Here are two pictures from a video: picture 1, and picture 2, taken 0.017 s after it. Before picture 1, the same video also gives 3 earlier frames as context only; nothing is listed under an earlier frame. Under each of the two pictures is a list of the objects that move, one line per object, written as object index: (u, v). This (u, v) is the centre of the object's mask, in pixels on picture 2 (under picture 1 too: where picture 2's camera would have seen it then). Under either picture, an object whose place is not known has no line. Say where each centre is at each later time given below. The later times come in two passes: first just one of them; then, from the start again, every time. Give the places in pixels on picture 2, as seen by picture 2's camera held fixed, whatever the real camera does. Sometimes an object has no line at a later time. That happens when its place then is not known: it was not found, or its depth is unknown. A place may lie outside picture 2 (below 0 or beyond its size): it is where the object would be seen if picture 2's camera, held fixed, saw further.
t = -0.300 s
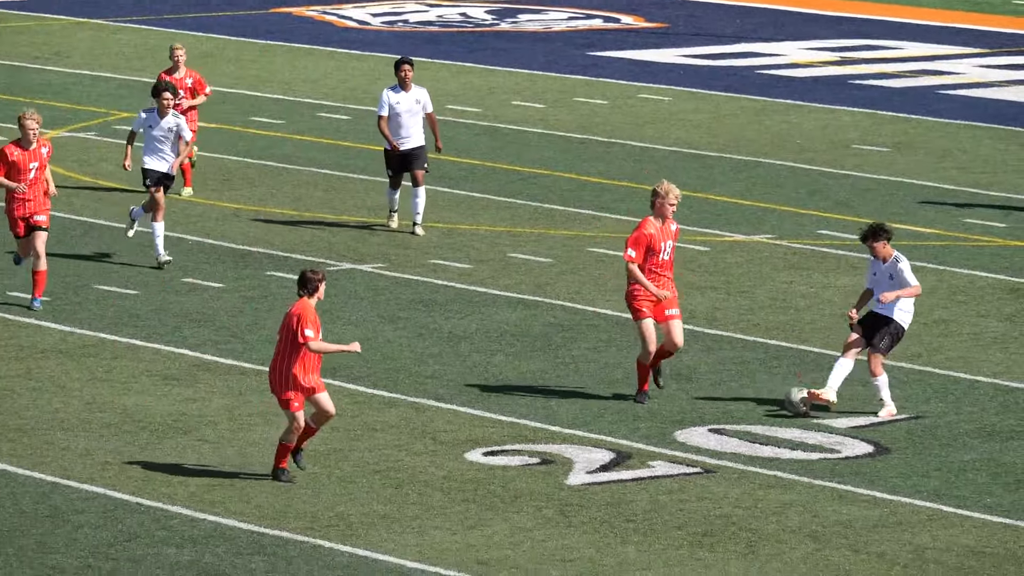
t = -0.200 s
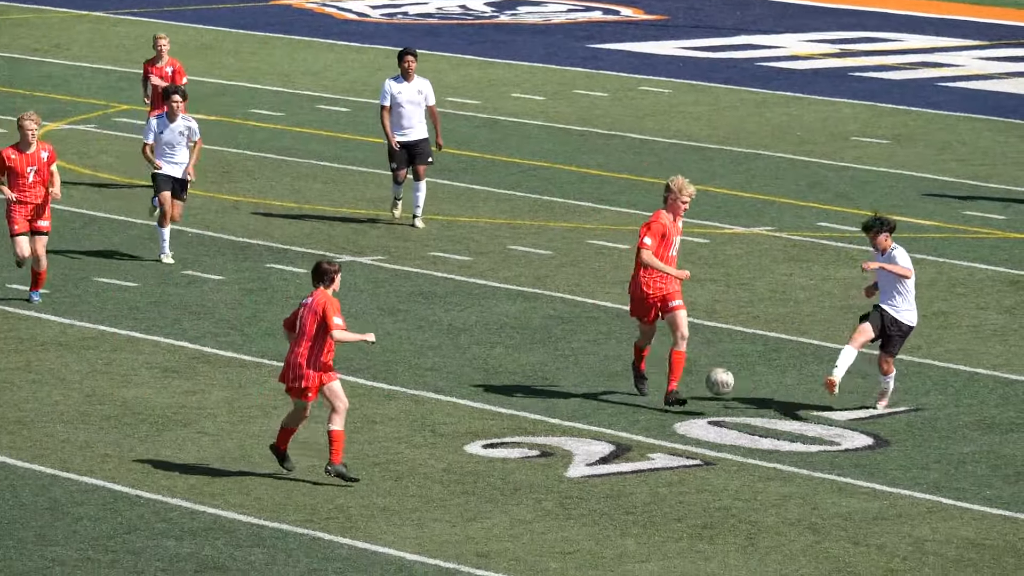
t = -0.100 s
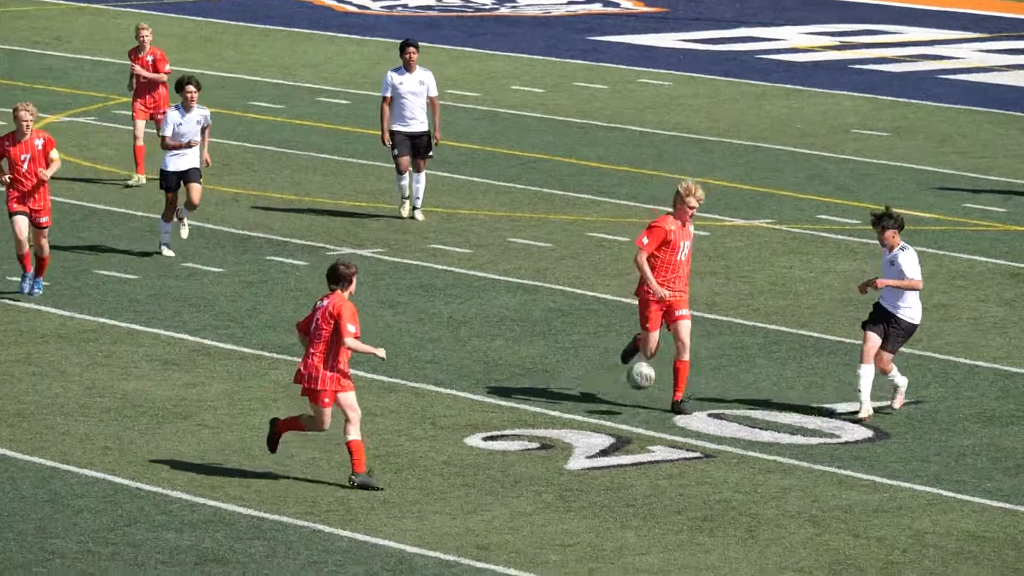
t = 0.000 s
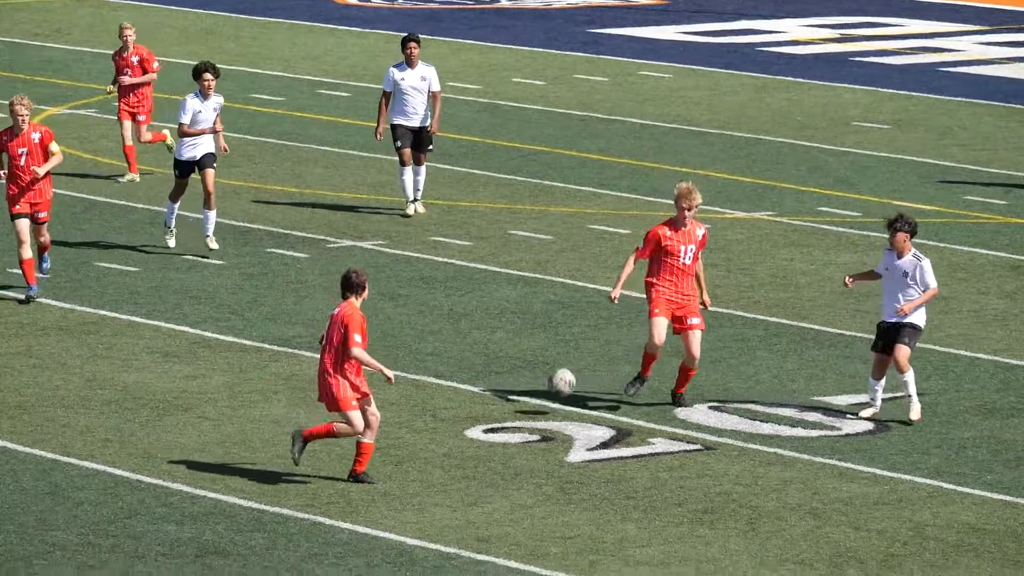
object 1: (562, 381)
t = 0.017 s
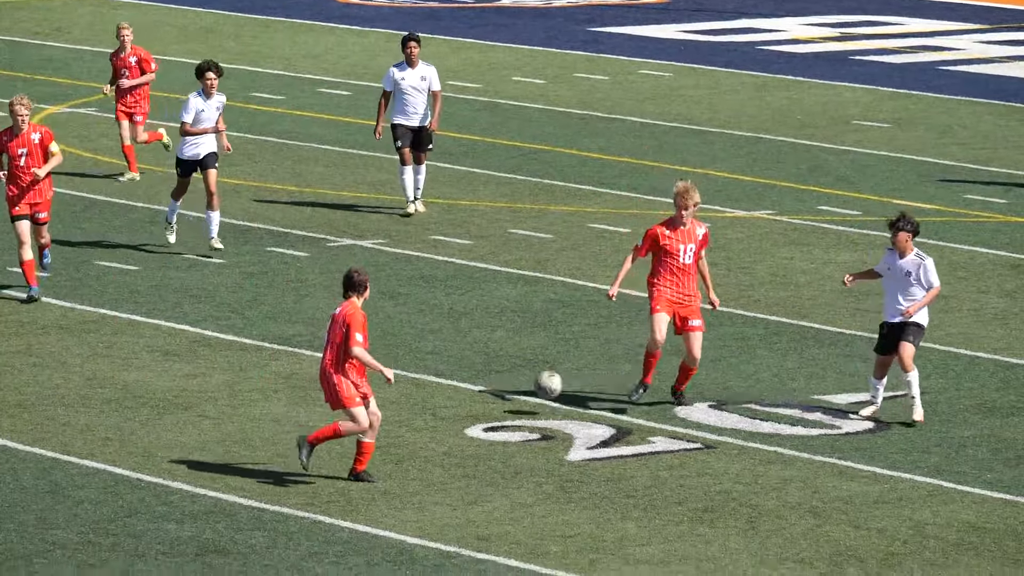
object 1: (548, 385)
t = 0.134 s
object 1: (463, 404)
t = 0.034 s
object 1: (535, 389)
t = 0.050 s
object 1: (522, 393)
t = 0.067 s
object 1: (508, 398)
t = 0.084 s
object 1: (495, 403)
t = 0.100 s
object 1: (482, 407)
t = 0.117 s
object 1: (472, 406)
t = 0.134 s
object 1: (463, 404)
